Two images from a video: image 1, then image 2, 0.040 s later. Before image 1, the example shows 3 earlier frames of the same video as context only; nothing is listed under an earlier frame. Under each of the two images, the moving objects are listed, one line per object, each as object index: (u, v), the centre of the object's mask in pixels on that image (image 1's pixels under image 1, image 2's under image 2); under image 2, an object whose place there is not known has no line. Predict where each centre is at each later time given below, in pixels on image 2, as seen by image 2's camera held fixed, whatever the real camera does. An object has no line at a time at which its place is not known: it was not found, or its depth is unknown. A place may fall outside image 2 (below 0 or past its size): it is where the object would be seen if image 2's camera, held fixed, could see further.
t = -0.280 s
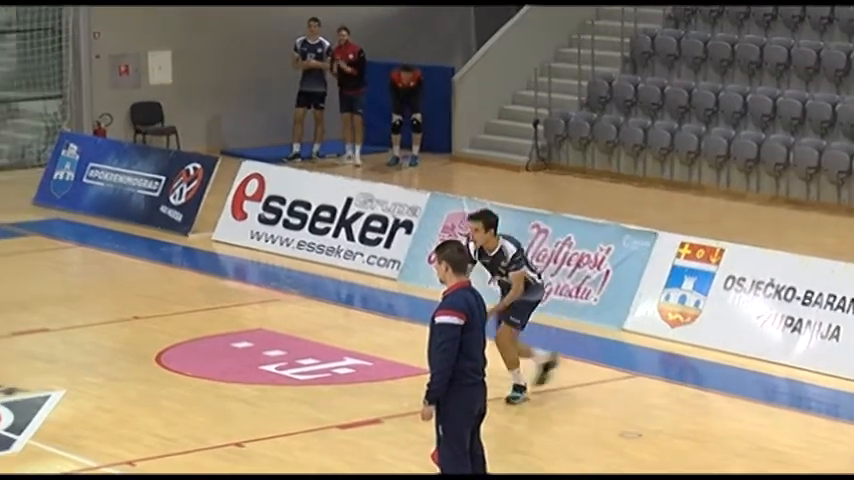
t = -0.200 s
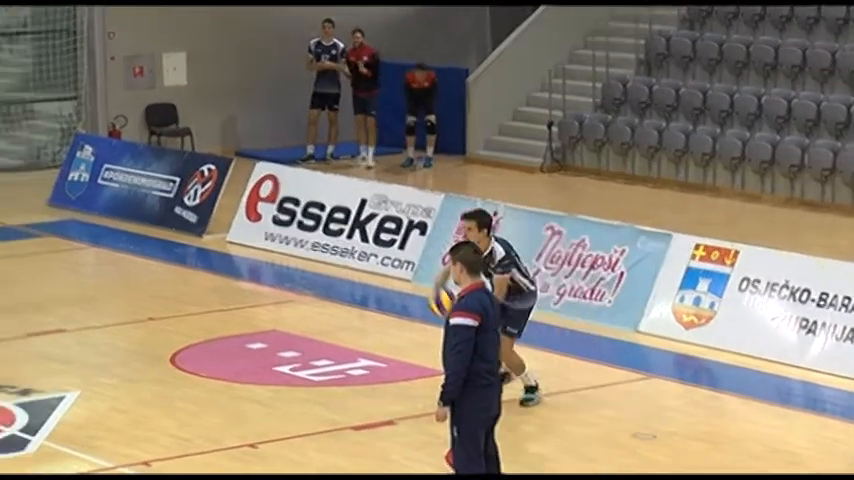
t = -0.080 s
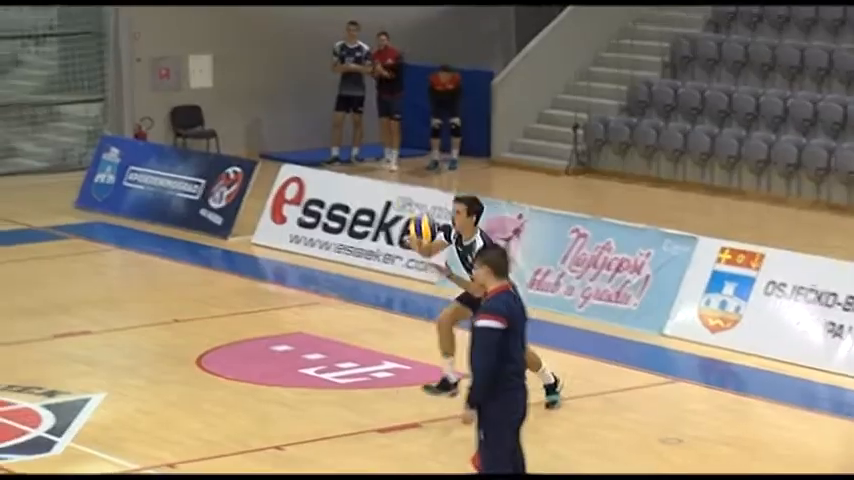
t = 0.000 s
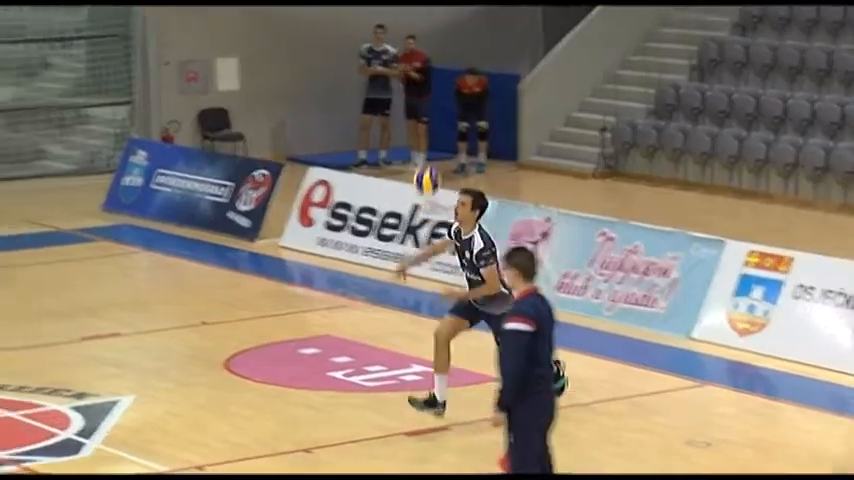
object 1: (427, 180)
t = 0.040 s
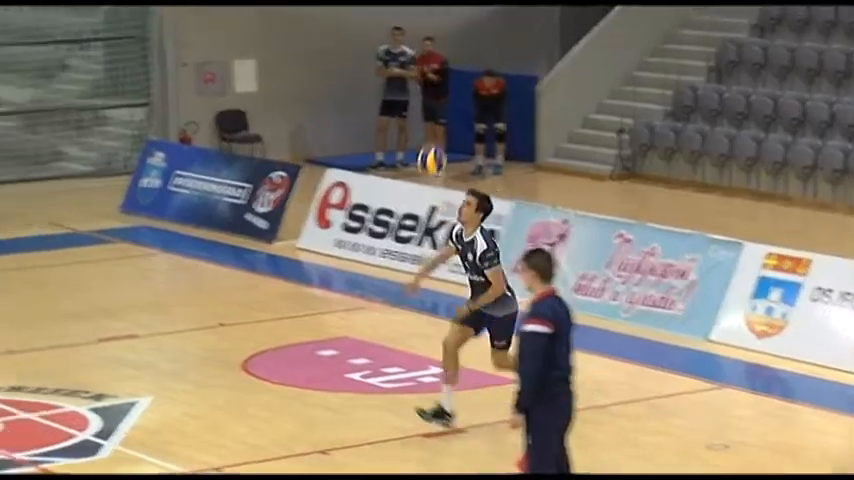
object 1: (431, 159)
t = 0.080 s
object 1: (421, 138)
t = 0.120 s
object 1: (411, 119)
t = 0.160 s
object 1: (401, 102)
